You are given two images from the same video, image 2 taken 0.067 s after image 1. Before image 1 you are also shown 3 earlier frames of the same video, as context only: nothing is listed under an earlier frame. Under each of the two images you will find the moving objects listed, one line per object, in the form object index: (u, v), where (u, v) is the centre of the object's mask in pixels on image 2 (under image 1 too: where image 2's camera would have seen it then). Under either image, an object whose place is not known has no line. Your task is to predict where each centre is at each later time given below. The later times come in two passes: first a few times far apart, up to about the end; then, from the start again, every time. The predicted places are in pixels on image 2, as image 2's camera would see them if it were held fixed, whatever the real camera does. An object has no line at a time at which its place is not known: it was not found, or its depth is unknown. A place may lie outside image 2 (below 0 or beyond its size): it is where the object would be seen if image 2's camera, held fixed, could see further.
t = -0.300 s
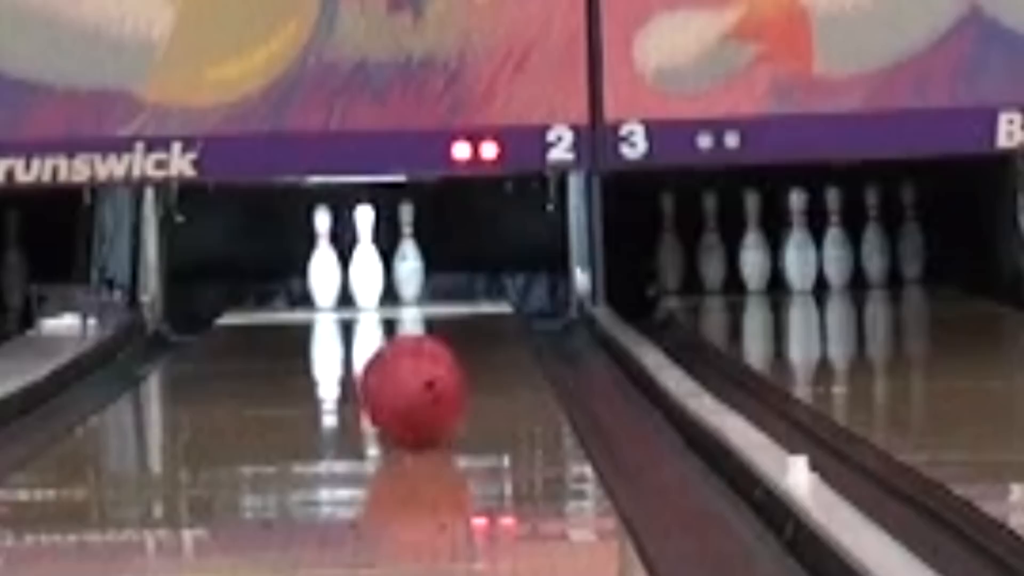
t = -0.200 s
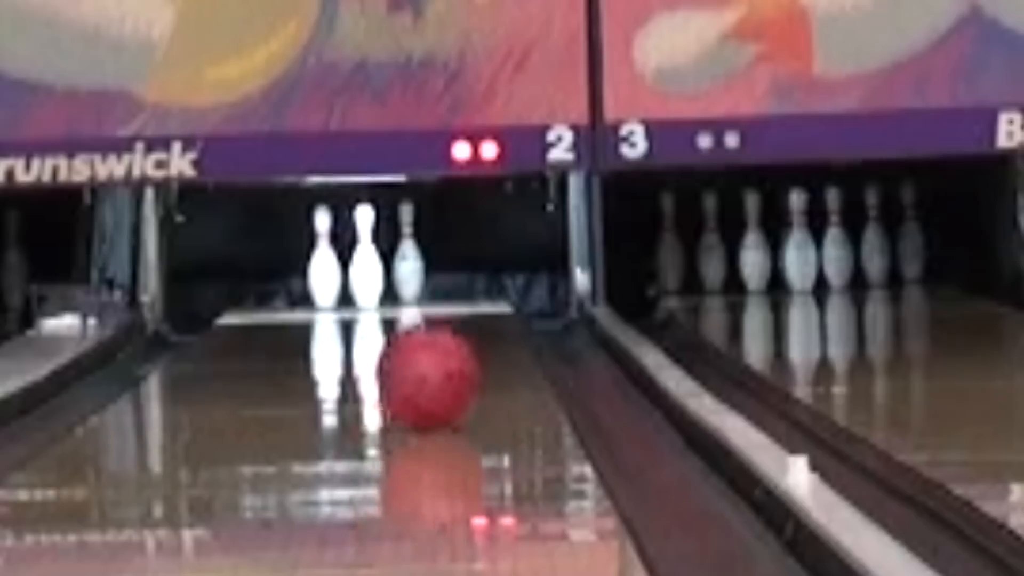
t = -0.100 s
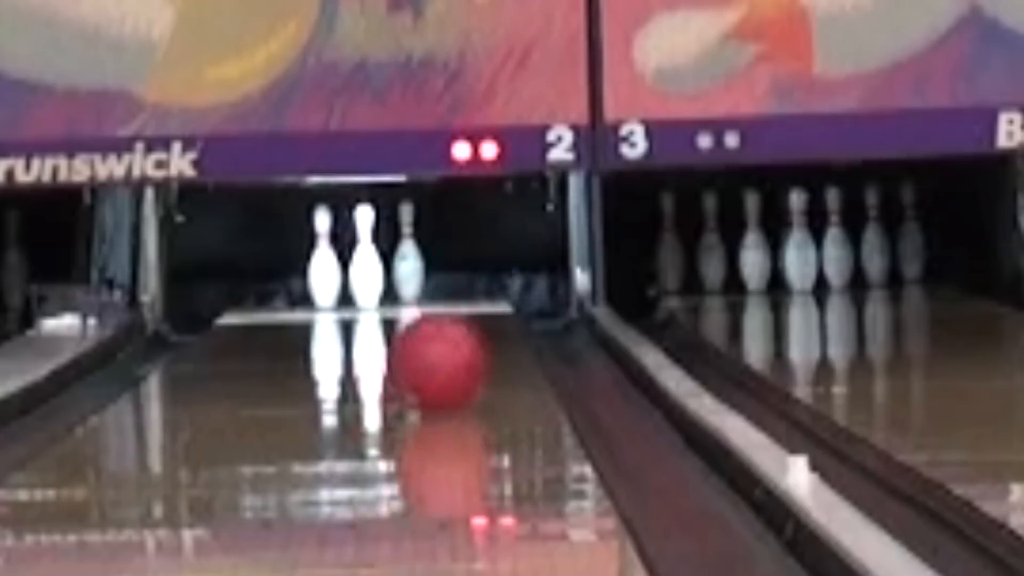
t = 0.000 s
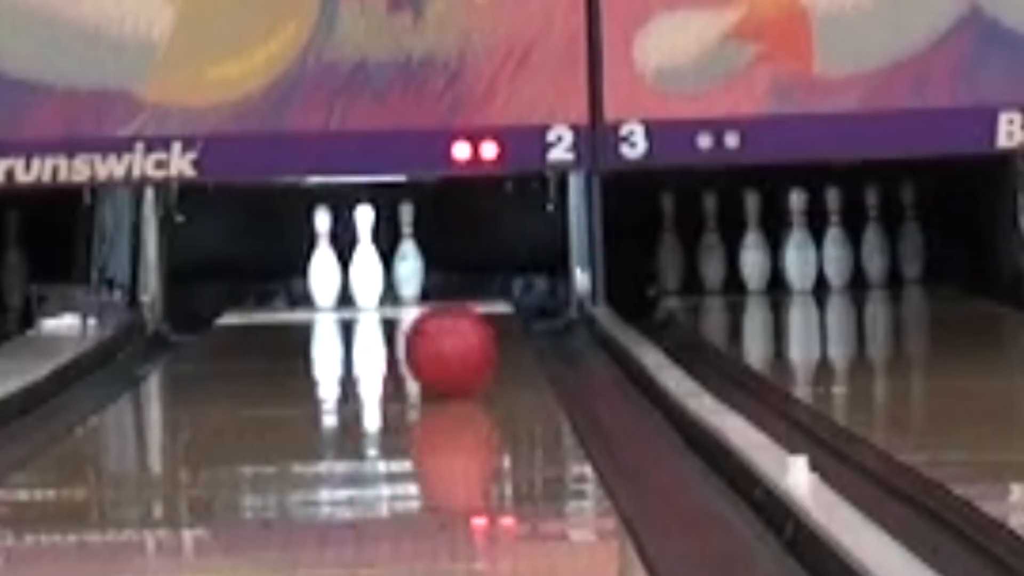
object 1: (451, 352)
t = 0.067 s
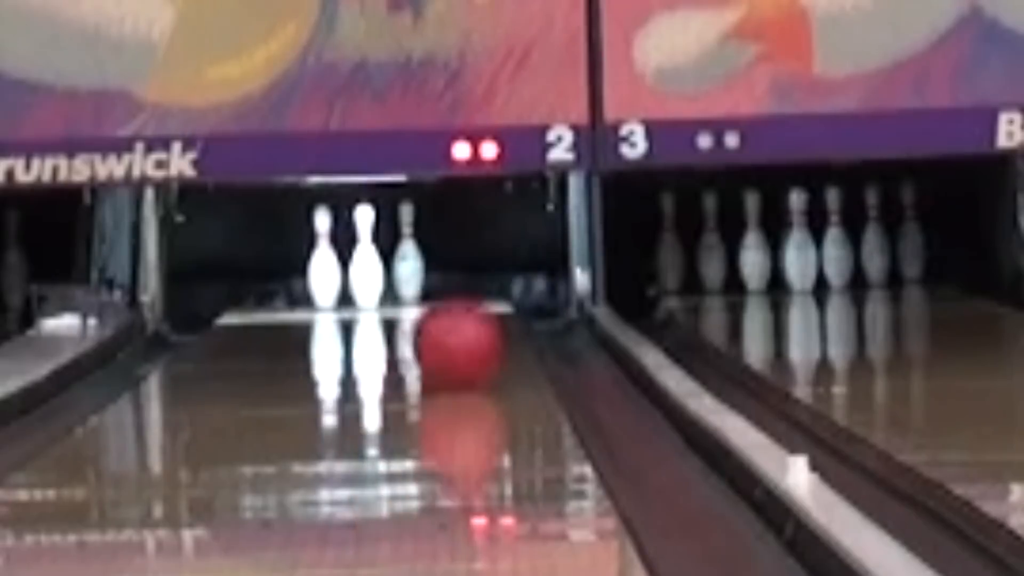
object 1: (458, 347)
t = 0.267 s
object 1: (469, 327)
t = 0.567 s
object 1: (487, 305)
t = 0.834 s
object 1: (495, 287)
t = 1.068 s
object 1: (496, 273)
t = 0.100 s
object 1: (461, 342)
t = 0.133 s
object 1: (464, 338)
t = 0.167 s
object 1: (465, 335)
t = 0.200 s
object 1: (466, 332)
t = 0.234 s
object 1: (468, 329)
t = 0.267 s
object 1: (469, 327)
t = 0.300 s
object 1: (471, 326)
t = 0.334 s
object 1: (475, 322)
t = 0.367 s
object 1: (475, 320)
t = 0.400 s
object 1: (477, 317)
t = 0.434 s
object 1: (479, 315)
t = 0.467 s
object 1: (482, 313)
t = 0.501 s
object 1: (484, 309)
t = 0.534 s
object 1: (486, 307)
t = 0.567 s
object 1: (487, 305)
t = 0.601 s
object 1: (489, 303)
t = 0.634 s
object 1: (489, 300)
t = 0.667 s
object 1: (489, 298)
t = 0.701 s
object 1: (492, 296)
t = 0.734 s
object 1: (492, 295)
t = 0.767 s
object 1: (494, 293)
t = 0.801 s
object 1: (494, 291)
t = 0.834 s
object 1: (495, 287)
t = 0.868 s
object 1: (494, 286)
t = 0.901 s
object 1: (496, 285)
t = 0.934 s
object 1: (494, 281)
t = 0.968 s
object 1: (496, 276)
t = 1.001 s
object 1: (496, 276)
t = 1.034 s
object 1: (496, 274)
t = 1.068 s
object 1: (496, 273)
